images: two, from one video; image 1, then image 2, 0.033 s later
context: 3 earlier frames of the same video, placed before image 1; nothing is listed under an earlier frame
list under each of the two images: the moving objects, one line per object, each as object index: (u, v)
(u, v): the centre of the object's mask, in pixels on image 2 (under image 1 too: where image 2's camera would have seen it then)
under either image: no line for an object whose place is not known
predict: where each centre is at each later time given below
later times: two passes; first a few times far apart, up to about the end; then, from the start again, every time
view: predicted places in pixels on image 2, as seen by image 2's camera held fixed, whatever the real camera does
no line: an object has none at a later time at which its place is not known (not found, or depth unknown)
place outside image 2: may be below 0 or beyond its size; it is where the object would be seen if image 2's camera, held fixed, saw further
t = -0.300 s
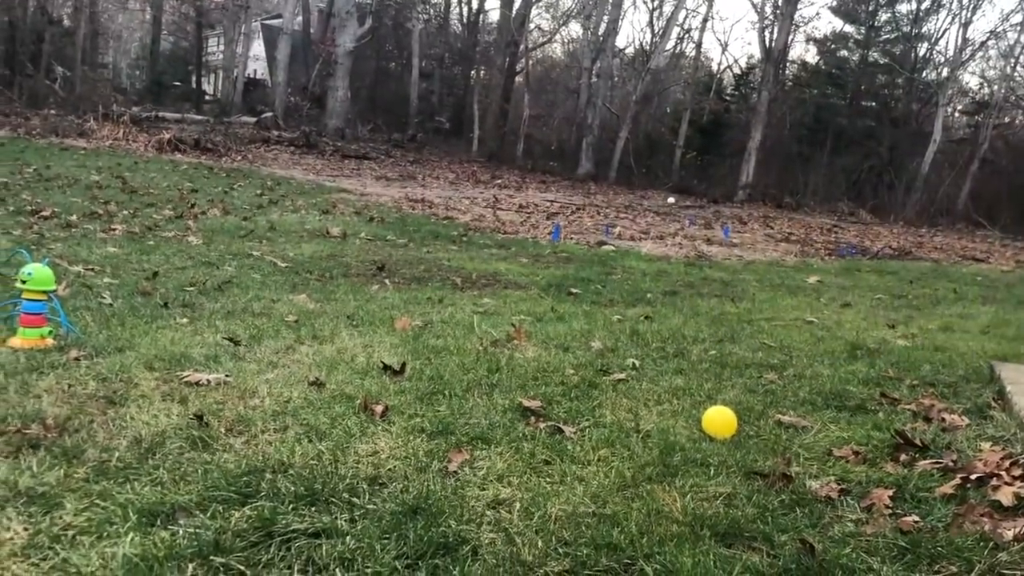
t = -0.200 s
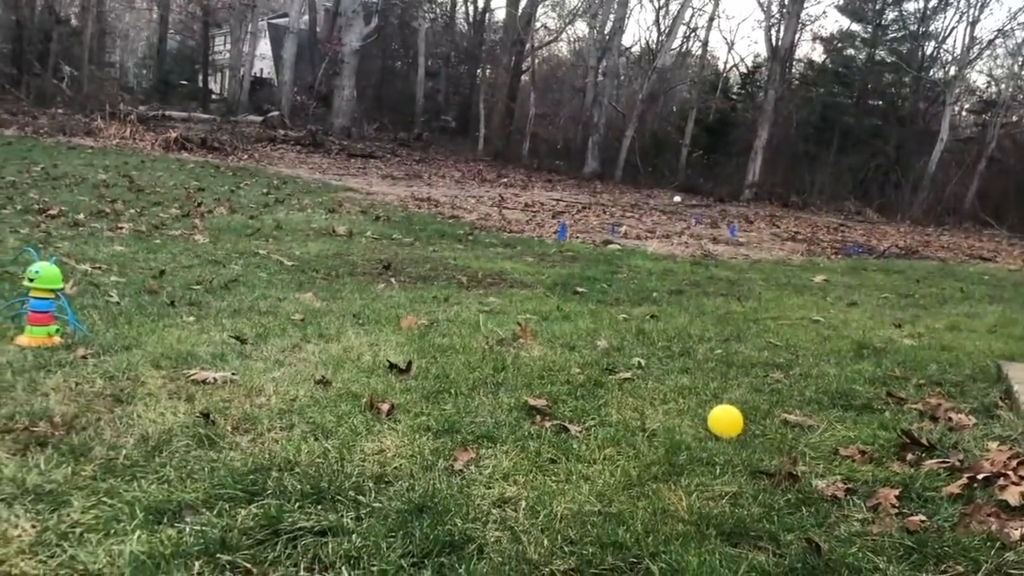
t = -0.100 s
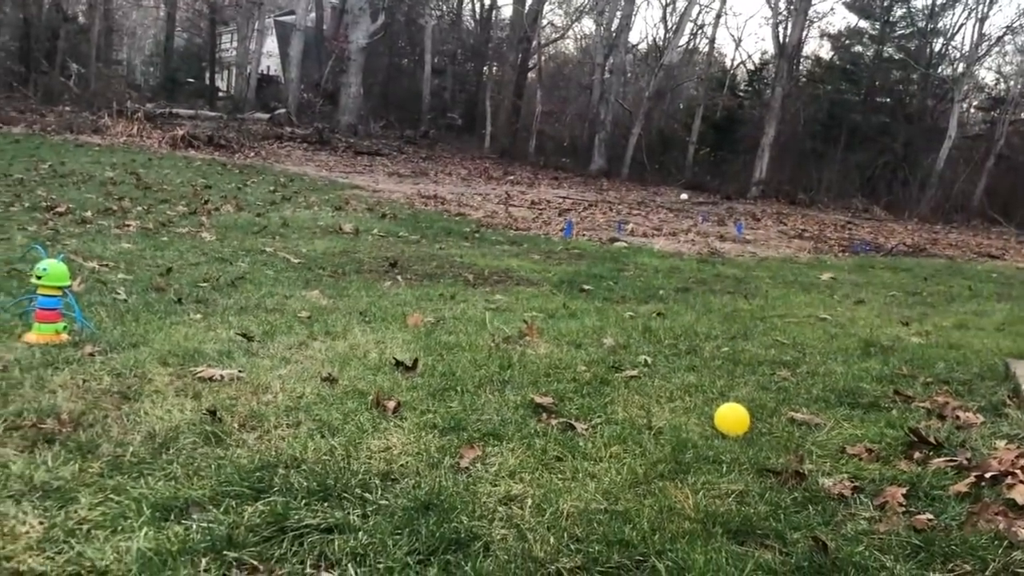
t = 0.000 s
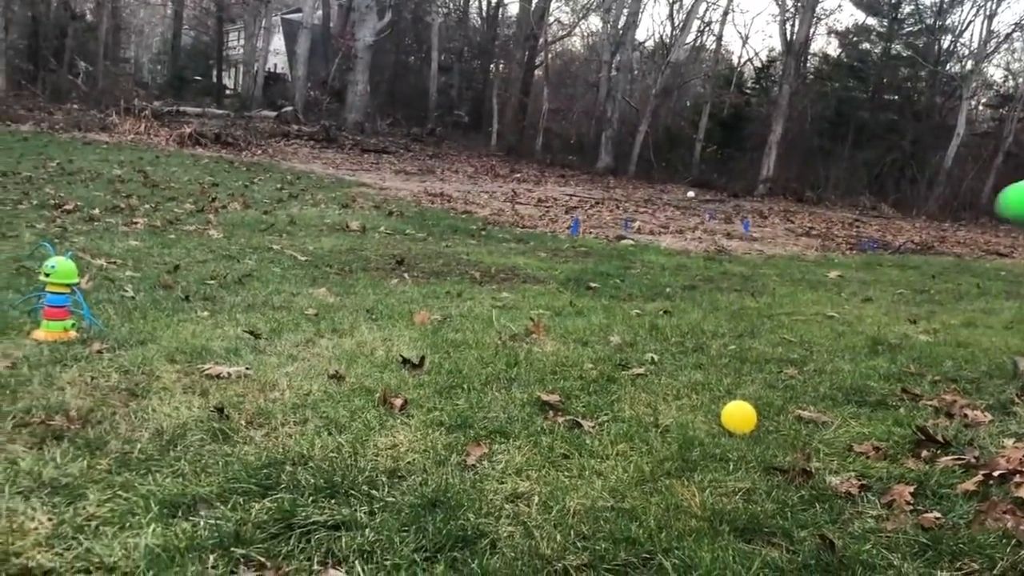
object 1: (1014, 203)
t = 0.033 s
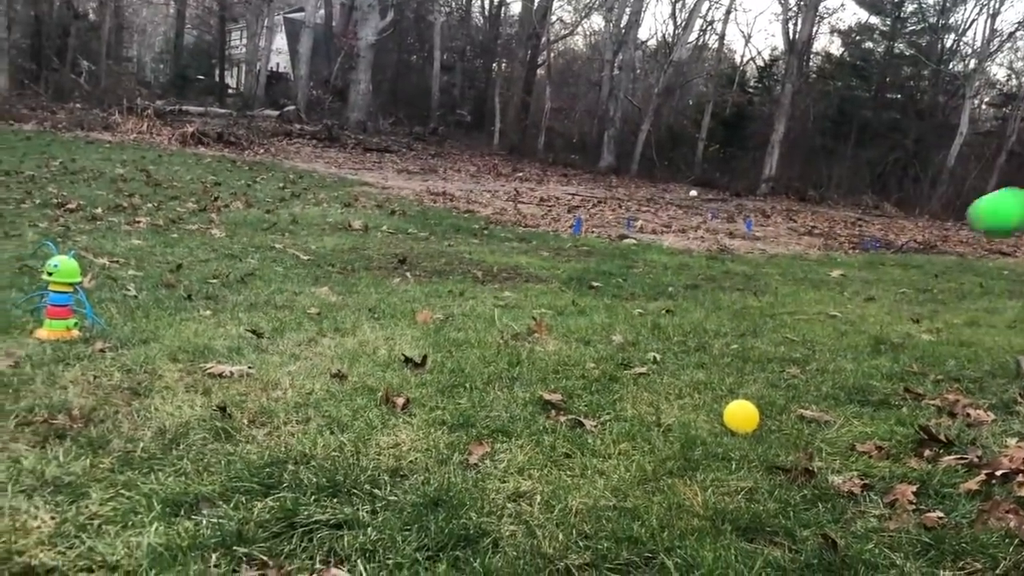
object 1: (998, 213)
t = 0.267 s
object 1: (797, 288)
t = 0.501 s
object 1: (642, 238)
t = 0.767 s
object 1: (475, 270)
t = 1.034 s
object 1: (337, 261)
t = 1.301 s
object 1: (221, 242)
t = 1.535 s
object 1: (137, 230)
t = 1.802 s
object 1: (57, 217)
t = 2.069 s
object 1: (-6, 202)
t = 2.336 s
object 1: (-62, 196)
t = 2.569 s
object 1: (-107, 189)
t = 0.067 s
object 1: (970, 225)
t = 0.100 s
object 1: (938, 242)
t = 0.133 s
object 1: (907, 260)
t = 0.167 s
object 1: (878, 280)
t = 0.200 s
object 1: (845, 302)
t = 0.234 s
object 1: (819, 304)
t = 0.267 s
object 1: (797, 288)
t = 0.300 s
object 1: (775, 274)
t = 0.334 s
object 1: (752, 262)
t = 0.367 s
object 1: (731, 253)
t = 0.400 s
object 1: (710, 246)
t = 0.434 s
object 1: (687, 241)
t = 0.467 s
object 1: (665, 238)
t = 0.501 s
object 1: (642, 238)
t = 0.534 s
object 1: (621, 240)
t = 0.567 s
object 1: (598, 243)
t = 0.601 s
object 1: (577, 249)
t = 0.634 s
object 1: (556, 256)
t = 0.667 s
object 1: (534, 265)
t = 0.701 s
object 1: (513, 277)
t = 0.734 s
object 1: (492, 278)
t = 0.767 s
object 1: (475, 270)
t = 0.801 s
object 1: (457, 264)
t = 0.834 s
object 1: (440, 258)
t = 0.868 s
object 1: (422, 255)
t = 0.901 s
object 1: (405, 255)
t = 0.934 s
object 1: (388, 257)
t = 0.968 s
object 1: (370, 260)
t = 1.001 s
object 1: (354, 262)
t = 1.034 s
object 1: (337, 261)
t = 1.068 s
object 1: (322, 258)
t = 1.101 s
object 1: (306, 256)
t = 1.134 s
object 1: (290, 255)
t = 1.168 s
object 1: (275, 254)
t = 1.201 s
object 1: (261, 251)
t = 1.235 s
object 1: (248, 246)
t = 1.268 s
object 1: (235, 243)
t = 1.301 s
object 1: (221, 242)
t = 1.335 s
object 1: (209, 242)
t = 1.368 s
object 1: (196, 240)
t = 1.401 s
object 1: (183, 237)
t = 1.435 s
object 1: (172, 234)
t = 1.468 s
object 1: (160, 232)
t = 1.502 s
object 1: (149, 230)
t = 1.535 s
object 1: (137, 230)
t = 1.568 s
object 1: (126, 229)
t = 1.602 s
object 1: (116, 226)
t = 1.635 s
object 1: (106, 223)
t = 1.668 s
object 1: (96, 221)
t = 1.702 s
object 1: (87, 220)
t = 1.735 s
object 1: (76, 220)
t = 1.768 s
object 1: (67, 220)
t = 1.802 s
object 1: (57, 217)
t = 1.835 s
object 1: (49, 215)
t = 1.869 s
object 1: (41, 214)
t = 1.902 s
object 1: (33, 213)
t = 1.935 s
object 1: (24, 212)
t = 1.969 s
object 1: (16, 210)
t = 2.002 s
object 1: (9, 206)
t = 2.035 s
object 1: (1, 203)
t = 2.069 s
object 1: (-6, 202)
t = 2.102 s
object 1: (-13, 202)
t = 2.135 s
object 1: (-20, 202)
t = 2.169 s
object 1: (-28, 201)
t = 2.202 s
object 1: (-35, 200)
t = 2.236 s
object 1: (-42, 199)
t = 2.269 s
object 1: (-48, 198)
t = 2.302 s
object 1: (-55, 197)
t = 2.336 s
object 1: (-62, 196)
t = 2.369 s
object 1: (-69, 195)
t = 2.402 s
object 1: (-76, 195)
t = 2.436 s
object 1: (-82, 193)
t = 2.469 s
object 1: (-89, 193)
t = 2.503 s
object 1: (-95, 191)
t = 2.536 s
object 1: (-101, 190)
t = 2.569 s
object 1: (-107, 189)
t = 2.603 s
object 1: (-112, 188)
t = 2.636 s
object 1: (-118, 187)
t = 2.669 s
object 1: (-123, 188)
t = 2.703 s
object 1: (-129, 187)
